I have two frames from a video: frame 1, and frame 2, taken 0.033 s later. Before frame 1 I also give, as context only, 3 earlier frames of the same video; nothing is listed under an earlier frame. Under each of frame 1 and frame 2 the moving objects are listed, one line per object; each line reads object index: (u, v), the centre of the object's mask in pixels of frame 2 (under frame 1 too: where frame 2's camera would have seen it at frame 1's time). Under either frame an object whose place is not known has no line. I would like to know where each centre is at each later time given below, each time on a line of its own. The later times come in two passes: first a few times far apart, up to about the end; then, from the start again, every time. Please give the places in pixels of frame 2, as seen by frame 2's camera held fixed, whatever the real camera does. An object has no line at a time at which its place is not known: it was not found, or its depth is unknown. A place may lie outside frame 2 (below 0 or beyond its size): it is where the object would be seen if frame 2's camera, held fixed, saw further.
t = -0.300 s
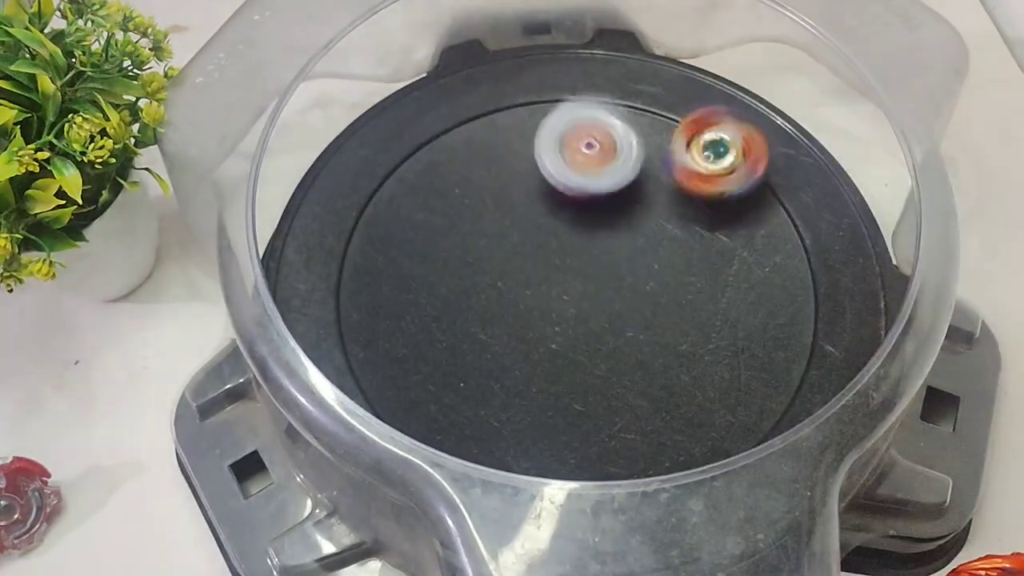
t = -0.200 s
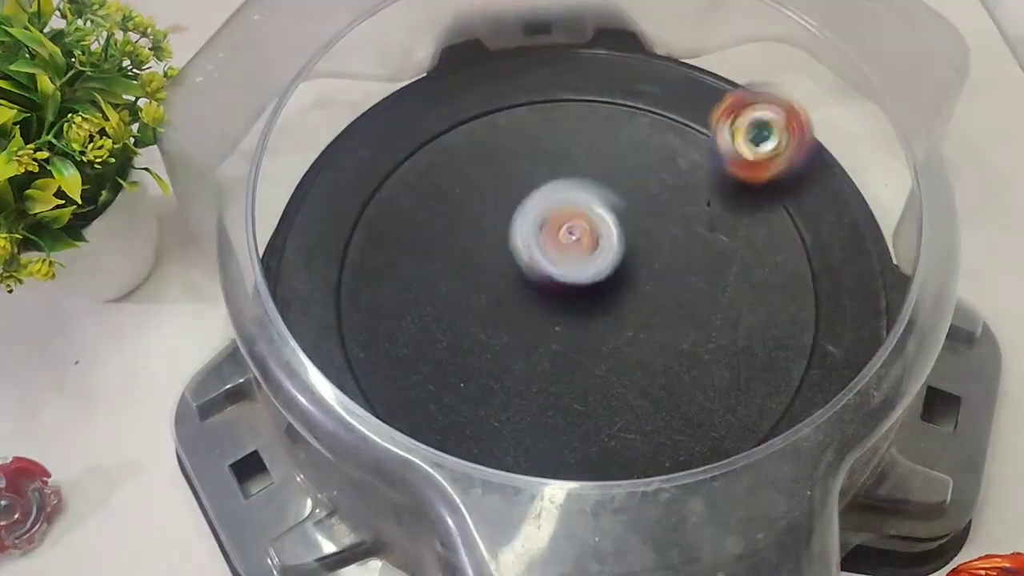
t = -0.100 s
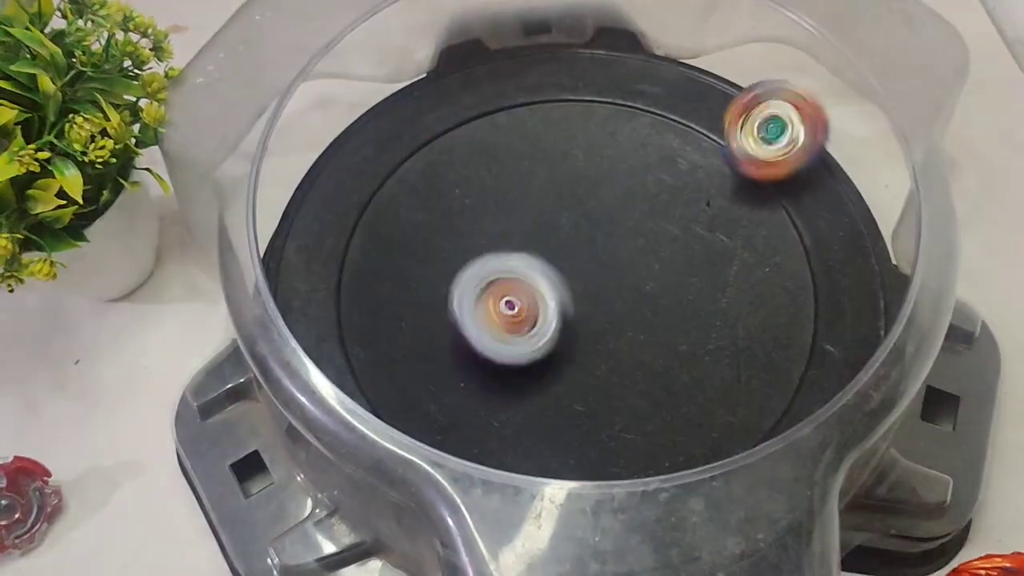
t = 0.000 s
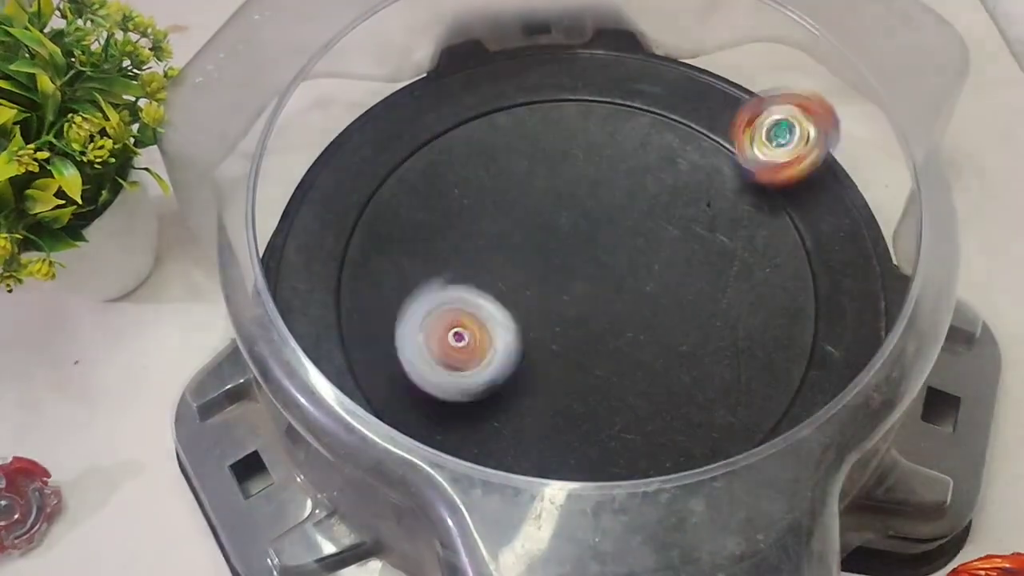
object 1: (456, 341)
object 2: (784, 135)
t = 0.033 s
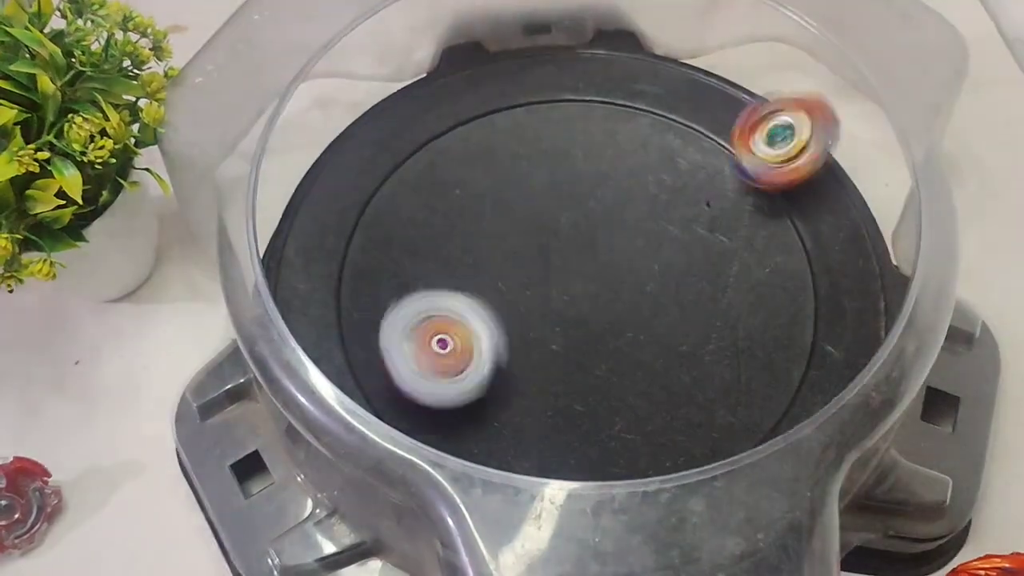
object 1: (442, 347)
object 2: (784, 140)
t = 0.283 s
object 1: (414, 326)
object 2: (723, 190)
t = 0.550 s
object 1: (549, 347)
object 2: (518, 252)
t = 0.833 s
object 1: (651, 416)
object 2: (389, 245)
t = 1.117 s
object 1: (635, 338)
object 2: (414, 242)
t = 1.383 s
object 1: (684, 221)
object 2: (555, 287)
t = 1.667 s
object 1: (699, 199)
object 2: (679, 362)
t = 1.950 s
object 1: (561, 199)
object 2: (666, 378)
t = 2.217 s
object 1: (495, 147)
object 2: (590, 292)
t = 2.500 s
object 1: (484, 199)
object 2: (702, 256)
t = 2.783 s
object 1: (457, 307)
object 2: (738, 276)
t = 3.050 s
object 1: (480, 365)
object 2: (618, 302)
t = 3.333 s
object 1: (591, 355)
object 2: (466, 231)
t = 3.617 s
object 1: (686, 324)
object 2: (485, 195)
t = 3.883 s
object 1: (694, 264)
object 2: (569, 244)
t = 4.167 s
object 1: (690, 236)
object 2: (527, 270)
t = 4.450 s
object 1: (607, 194)
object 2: (490, 275)
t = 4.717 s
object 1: (614, 187)
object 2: (494, 291)
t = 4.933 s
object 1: (567, 224)
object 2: (491, 314)
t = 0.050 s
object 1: (434, 349)
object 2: (784, 141)
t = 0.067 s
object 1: (423, 351)
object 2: (783, 143)
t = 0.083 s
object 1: (415, 353)
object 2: (782, 146)
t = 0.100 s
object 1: (406, 355)
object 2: (783, 147)
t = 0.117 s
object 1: (398, 357)
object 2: (781, 150)
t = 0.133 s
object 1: (391, 358)
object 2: (779, 153)
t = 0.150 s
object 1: (385, 358)
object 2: (776, 156)
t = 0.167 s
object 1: (381, 358)
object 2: (772, 159)
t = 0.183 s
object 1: (383, 356)
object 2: (769, 161)
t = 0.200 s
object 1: (389, 353)
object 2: (765, 166)
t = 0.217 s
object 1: (392, 347)
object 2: (757, 173)
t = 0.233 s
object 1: (397, 341)
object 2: (750, 176)
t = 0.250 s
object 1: (403, 335)
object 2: (742, 181)
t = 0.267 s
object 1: (408, 329)
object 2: (732, 186)
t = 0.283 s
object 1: (414, 326)
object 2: (723, 190)
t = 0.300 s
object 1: (419, 322)
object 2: (714, 194)
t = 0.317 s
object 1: (425, 320)
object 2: (703, 200)
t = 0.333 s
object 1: (432, 318)
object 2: (694, 204)
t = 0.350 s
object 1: (440, 318)
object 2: (684, 208)
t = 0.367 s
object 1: (448, 318)
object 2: (672, 212)
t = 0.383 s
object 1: (458, 319)
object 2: (659, 217)
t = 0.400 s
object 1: (467, 320)
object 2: (647, 220)
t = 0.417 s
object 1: (478, 321)
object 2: (632, 224)
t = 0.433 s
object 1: (487, 324)
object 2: (618, 230)
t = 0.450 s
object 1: (497, 326)
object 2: (604, 234)
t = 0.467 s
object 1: (506, 330)
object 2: (590, 238)
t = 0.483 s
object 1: (516, 332)
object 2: (576, 241)
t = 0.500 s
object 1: (523, 336)
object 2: (562, 244)
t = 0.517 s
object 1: (532, 339)
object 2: (547, 245)
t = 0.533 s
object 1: (541, 343)
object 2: (532, 248)
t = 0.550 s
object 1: (549, 347)
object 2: (518, 252)
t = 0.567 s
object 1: (556, 352)
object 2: (505, 255)
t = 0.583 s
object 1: (564, 356)
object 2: (492, 256)
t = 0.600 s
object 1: (573, 361)
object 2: (480, 258)
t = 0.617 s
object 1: (581, 366)
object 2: (468, 259)
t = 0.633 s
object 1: (589, 371)
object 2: (456, 258)
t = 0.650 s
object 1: (597, 376)
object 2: (446, 259)
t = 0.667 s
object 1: (606, 380)
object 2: (438, 259)
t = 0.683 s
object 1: (613, 385)
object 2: (428, 258)
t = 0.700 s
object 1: (621, 389)
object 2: (421, 257)
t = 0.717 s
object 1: (626, 393)
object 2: (414, 257)
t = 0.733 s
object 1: (632, 396)
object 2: (408, 254)
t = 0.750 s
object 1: (637, 401)
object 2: (401, 253)
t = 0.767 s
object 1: (641, 405)
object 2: (397, 252)
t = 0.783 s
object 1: (645, 409)
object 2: (395, 250)
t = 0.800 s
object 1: (648, 412)
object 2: (392, 248)
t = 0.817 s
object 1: (651, 414)
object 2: (391, 247)
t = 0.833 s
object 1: (651, 416)
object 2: (389, 245)
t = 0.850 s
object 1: (653, 416)
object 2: (387, 244)
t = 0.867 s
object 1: (653, 416)
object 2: (386, 243)
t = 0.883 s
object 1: (653, 416)
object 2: (386, 242)
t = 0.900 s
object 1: (652, 415)
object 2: (385, 241)
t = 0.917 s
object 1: (651, 414)
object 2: (385, 240)
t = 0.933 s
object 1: (649, 410)
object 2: (386, 239)
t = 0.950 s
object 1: (647, 407)
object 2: (386, 239)
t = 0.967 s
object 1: (644, 402)
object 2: (387, 237)
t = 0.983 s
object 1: (642, 397)
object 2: (389, 238)
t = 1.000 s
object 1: (639, 392)
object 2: (393, 239)
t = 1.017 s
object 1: (639, 385)
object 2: (394, 238)
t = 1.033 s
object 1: (636, 378)
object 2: (397, 238)
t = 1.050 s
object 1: (636, 371)
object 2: (399, 238)
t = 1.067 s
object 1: (634, 362)
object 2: (403, 239)
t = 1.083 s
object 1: (634, 354)
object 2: (405, 239)
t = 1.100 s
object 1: (634, 346)
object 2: (409, 240)
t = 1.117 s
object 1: (635, 338)
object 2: (414, 242)
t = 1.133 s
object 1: (636, 329)
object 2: (417, 243)
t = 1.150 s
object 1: (637, 321)
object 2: (423, 243)
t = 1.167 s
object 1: (639, 312)
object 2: (430, 244)
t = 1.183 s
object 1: (641, 304)
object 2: (436, 247)
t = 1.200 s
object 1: (644, 296)
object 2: (444, 249)
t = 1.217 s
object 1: (647, 288)
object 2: (452, 251)
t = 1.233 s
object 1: (649, 280)
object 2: (459, 254)
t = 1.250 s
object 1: (653, 272)
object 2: (468, 257)
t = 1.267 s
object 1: (656, 265)
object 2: (478, 260)
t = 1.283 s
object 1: (660, 258)
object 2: (488, 265)
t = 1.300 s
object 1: (663, 251)
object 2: (498, 270)
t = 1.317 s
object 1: (667, 245)
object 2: (509, 271)
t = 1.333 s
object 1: (671, 238)
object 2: (522, 276)
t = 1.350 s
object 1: (675, 233)
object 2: (533, 281)
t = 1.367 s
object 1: (679, 226)
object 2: (543, 283)
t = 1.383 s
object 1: (684, 221)
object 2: (555, 287)
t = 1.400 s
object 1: (688, 216)
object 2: (565, 293)
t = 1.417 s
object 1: (691, 211)
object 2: (575, 298)
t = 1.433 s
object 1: (695, 206)
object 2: (586, 301)
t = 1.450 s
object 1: (701, 203)
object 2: (596, 307)
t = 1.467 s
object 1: (704, 199)
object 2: (605, 312)
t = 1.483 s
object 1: (707, 195)
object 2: (613, 314)
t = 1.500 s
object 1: (710, 192)
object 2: (623, 320)
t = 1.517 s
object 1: (713, 191)
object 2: (630, 327)
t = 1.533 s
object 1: (714, 189)
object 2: (637, 331)
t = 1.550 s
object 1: (716, 189)
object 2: (646, 333)
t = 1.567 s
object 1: (716, 189)
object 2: (653, 338)
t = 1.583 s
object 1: (715, 189)
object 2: (659, 342)
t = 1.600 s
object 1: (714, 191)
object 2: (663, 348)
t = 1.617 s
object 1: (712, 192)
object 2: (669, 351)
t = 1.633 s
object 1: (708, 195)
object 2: (674, 356)
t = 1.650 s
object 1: (704, 197)
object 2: (678, 359)
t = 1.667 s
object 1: (699, 199)
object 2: (679, 362)
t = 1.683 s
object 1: (694, 202)
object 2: (681, 366)
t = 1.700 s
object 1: (686, 203)
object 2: (682, 370)
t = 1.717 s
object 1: (680, 207)
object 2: (684, 372)
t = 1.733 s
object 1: (672, 208)
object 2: (685, 372)
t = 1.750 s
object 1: (663, 210)
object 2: (685, 374)
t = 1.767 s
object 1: (655, 211)
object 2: (683, 375)
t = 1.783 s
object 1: (646, 212)
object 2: (683, 375)
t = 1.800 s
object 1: (636, 212)
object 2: (683, 376)
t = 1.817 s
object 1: (627, 212)
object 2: (682, 377)
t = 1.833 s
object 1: (618, 211)
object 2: (681, 378)
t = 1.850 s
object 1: (609, 210)
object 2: (681, 379)
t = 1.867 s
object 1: (601, 209)
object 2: (679, 379)
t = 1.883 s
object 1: (592, 208)
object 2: (676, 379)
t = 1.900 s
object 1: (584, 206)
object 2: (673, 379)
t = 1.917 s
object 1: (576, 204)
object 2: (672, 380)
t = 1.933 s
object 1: (569, 201)
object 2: (670, 379)
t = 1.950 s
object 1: (561, 199)
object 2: (666, 378)
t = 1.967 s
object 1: (554, 196)
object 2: (663, 376)
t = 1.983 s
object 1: (546, 194)
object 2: (659, 375)
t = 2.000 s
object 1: (540, 190)
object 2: (656, 372)
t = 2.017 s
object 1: (533, 187)
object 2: (650, 369)
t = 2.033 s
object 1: (528, 183)
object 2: (646, 366)
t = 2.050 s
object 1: (521, 179)
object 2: (641, 362)
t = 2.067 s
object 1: (516, 176)
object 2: (634, 357)
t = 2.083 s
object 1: (510, 171)
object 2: (629, 351)
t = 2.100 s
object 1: (506, 167)
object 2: (625, 346)
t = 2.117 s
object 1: (502, 163)
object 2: (621, 341)
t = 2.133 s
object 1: (499, 160)
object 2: (615, 332)
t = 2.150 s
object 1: (496, 156)
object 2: (609, 325)
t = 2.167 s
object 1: (494, 153)
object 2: (605, 319)
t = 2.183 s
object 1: (493, 150)
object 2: (601, 310)
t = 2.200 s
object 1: (494, 148)
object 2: (594, 300)
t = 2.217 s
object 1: (495, 147)
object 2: (590, 292)
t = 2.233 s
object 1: (497, 147)
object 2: (585, 284)
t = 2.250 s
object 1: (498, 147)
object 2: (582, 274)
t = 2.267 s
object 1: (501, 149)
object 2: (577, 265)
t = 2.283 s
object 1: (503, 151)
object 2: (575, 258)
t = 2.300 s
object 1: (507, 155)
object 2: (573, 251)
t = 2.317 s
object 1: (509, 158)
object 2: (572, 242)
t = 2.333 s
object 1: (508, 160)
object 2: (575, 238)
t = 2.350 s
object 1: (505, 161)
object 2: (589, 236)
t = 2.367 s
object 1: (500, 160)
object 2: (605, 241)
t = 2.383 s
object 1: (498, 161)
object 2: (620, 245)
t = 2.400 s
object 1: (499, 163)
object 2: (636, 253)
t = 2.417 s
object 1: (497, 168)
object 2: (647, 254)
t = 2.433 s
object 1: (496, 176)
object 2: (662, 252)
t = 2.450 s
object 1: (493, 183)
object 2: (673, 255)
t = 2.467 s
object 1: (488, 189)
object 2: (684, 254)
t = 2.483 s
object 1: (486, 194)
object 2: (694, 254)
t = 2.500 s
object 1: (484, 199)
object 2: (702, 256)
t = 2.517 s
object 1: (485, 205)
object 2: (708, 255)
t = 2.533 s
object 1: (484, 212)
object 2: (716, 255)
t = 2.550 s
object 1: (483, 221)
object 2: (723, 256)
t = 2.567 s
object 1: (478, 228)
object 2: (727, 257)
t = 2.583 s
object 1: (474, 233)
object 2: (731, 258)
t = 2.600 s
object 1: (472, 238)
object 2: (737, 259)
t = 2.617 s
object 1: (471, 244)
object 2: (741, 261)
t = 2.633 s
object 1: (472, 252)
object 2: (741, 263)
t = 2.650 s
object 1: (471, 259)
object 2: (741, 264)
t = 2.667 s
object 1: (468, 267)
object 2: (742, 265)
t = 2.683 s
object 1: (464, 272)
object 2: (744, 267)
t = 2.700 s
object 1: (461, 277)
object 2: (744, 268)
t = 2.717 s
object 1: (461, 282)
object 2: (743, 270)
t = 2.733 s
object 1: (461, 288)
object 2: (742, 271)
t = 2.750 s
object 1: (462, 296)
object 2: (741, 273)
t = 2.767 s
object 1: (461, 302)
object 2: (740, 274)
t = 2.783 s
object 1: (457, 307)
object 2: (738, 276)
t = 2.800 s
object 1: (456, 311)
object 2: (736, 278)
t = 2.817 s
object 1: (455, 314)
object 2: (733, 280)
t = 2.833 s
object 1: (457, 320)
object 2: (729, 282)
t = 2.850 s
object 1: (459, 326)
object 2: (726, 285)
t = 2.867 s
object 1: (458, 332)
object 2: (721, 287)
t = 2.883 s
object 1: (455, 337)
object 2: (715, 291)
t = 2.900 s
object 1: (454, 340)
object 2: (708, 294)
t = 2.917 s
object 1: (455, 343)
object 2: (700, 296)
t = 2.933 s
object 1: (459, 347)
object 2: (693, 298)
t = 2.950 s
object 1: (462, 352)
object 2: (683, 299)
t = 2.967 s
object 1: (462, 357)
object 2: (674, 300)
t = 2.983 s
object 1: (462, 358)
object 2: (664, 302)
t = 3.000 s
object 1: (463, 358)
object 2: (653, 301)
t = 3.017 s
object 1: (469, 359)
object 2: (641, 301)
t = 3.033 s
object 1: (475, 362)
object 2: (630, 302)
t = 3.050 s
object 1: (480, 365)
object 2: (618, 302)
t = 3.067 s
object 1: (481, 366)
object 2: (607, 299)
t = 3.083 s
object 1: (484, 364)
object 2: (595, 298)
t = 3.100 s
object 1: (490, 363)
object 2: (583, 296)
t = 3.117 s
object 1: (498, 363)
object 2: (572, 294)
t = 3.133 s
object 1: (506, 365)
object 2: (561, 288)
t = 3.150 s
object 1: (512, 365)
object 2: (549, 284)
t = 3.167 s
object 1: (514, 364)
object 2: (538, 280)
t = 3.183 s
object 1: (521, 362)
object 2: (529, 275)
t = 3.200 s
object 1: (532, 360)
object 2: (517, 269)
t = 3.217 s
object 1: (541, 360)
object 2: (508, 268)
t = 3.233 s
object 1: (548, 361)
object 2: (499, 264)
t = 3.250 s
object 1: (553, 360)
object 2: (491, 258)
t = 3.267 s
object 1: (559, 356)
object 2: (486, 253)
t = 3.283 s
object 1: (570, 356)
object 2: (479, 247)
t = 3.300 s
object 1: (580, 355)
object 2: (474, 241)
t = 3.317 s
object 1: (587, 356)
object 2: (470, 236)
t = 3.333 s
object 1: (591, 355)
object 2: (466, 231)
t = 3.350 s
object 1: (596, 352)
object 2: (463, 227)
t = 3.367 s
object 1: (606, 350)
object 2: (462, 221)
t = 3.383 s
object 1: (615, 350)
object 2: (460, 218)
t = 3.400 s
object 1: (622, 350)
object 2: (460, 214)
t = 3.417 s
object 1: (625, 349)
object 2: (459, 210)
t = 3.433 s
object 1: (629, 347)
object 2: (459, 207)
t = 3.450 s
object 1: (639, 345)
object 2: (461, 205)
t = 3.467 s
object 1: (647, 344)
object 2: (461, 202)
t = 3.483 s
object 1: (653, 343)
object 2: (462, 200)
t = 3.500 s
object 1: (655, 341)
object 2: (465, 198)
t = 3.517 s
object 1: (659, 338)
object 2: (466, 197)
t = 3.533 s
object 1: (667, 336)
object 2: (469, 195)
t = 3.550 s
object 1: (674, 335)
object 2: (471, 194)
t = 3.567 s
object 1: (677, 333)
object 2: (474, 194)
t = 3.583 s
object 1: (678, 331)
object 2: (477, 193)
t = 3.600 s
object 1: (681, 327)
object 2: (480, 194)
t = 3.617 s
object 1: (686, 324)
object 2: (485, 195)
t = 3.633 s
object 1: (691, 322)
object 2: (489, 194)
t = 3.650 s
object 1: (690, 319)
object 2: (492, 195)
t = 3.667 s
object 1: (688, 316)
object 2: (497, 197)
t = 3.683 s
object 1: (690, 311)
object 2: (504, 197)
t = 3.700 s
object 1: (693, 307)
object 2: (508, 202)
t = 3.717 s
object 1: (693, 307)
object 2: (513, 205)
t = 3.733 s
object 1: (689, 303)
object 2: (520, 205)
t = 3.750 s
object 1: (688, 297)
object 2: (530, 208)
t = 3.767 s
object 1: (690, 292)
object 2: (538, 214)
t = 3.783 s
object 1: (691, 289)
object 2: (544, 219)
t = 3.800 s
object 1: (687, 287)
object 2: (553, 224)
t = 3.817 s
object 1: (683, 281)
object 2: (563, 228)
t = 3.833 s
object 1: (683, 275)
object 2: (571, 235)
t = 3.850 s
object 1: (685, 271)
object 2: (579, 241)
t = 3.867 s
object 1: (690, 269)
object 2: (574, 242)
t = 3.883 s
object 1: (694, 264)
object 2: (569, 244)
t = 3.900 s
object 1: (702, 259)
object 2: (562, 248)
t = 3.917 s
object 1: (708, 257)
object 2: (557, 253)
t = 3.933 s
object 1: (708, 255)
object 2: (554, 255)
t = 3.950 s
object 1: (712, 249)
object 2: (552, 257)
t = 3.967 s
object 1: (719, 247)
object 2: (550, 260)
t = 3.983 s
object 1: (720, 247)
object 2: (548, 262)
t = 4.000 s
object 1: (718, 243)
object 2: (545, 264)
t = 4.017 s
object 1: (721, 240)
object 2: (543, 266)
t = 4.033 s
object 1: (723, 241)
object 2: (542, 268)
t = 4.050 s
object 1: (718, 240)
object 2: (539, 269)
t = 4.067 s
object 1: (717, 237)
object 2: (536, 271)
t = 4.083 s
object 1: (718, 237)
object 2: (534, 271)
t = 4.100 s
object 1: (712, 238)
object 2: (534, 271)
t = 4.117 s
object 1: (706, 237)
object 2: (531, 272)
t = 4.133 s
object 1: (705, 234)
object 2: (530, 271)
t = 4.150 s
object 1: (700, 237)
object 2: (529, 271)
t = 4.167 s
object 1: (690, 236)
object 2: (527, 270)
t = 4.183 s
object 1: (685, 234)
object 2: (526, 271)
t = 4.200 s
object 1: (681, 235)
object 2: (524, 271)
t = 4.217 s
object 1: (672, 235)
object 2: (522, 270)
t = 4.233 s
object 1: (664, 230)
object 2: (520, 268)
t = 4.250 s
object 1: (660, 230)
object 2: (521, 268)
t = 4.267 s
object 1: (652, 231)
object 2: (521, 268)
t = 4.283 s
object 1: (643, 228)
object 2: (520, 269)
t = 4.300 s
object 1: (639, 225)
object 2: (519, 267)
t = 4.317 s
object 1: (633, 226)
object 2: (520, 267)
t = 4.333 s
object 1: (622, 223)
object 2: (519, 267)
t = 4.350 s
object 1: (617, 220)
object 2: (519, 266)
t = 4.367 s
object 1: (614, 219)
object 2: (519, 266)
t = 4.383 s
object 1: (606, 216)
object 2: (514, 266)
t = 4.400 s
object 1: (607, 208)
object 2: (507, 272)
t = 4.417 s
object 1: (610, 205)
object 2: (500, 274)
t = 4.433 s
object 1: (606, 201)
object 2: (495, 275)
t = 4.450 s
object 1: (607, 194)
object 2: (490, 275)
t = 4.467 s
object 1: (611, 192)
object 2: (489, 276)
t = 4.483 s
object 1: (607, 188)
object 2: (489, 277)
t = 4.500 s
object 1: (609, 182)
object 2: (488, 278)
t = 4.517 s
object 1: (612, 181)
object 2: (488, 278)
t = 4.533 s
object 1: (609, 176)
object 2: (488, 277)
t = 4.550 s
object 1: (612, 173)
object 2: (489, 277)
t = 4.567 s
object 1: (616, 173)
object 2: (491, 277)
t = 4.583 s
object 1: (611, 170)
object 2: (493, 279)
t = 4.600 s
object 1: (615, 169)
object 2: (495, 281)
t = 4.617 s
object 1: (617, 173)
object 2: (496, 282)
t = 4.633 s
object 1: (614, 171)
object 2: (495, 284)
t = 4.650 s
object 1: (617, 172)
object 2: (496, 286)
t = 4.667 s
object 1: (617, 177)
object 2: (495, 288)
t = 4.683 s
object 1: (613, 177)
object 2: (495, 289)
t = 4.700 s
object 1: (615, 180)
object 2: (495, 290)
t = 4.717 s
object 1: (614, 187)
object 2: (494, 291)
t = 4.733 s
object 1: (609, 187)
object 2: (496, 290)
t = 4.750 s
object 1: (610, 191)
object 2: (497, 290)
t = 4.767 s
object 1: (605, 198)
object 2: (500, 291)
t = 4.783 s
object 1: (601, 199)
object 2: (501, 293)
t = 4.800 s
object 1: (600, 205)
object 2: (502, 294)
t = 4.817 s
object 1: (593, 210)
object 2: (504, 296)
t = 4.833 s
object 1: (589, 211)
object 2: (504, 298)
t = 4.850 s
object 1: (588, 217)
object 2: (504, 300)
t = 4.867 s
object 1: (579, 221)
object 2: (502, 301)
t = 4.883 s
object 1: (576, 222)
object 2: (502, 301)
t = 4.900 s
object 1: (573, 227)
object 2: (502, 303)
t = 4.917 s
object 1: (566, 225)
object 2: (496, 309)
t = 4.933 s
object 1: (567, 224)
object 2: (491, 314)
